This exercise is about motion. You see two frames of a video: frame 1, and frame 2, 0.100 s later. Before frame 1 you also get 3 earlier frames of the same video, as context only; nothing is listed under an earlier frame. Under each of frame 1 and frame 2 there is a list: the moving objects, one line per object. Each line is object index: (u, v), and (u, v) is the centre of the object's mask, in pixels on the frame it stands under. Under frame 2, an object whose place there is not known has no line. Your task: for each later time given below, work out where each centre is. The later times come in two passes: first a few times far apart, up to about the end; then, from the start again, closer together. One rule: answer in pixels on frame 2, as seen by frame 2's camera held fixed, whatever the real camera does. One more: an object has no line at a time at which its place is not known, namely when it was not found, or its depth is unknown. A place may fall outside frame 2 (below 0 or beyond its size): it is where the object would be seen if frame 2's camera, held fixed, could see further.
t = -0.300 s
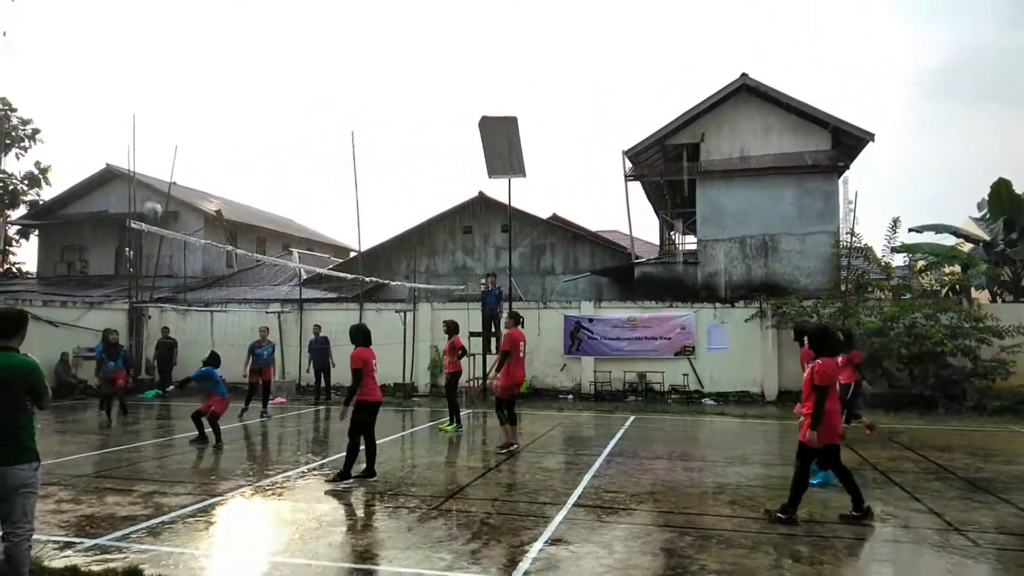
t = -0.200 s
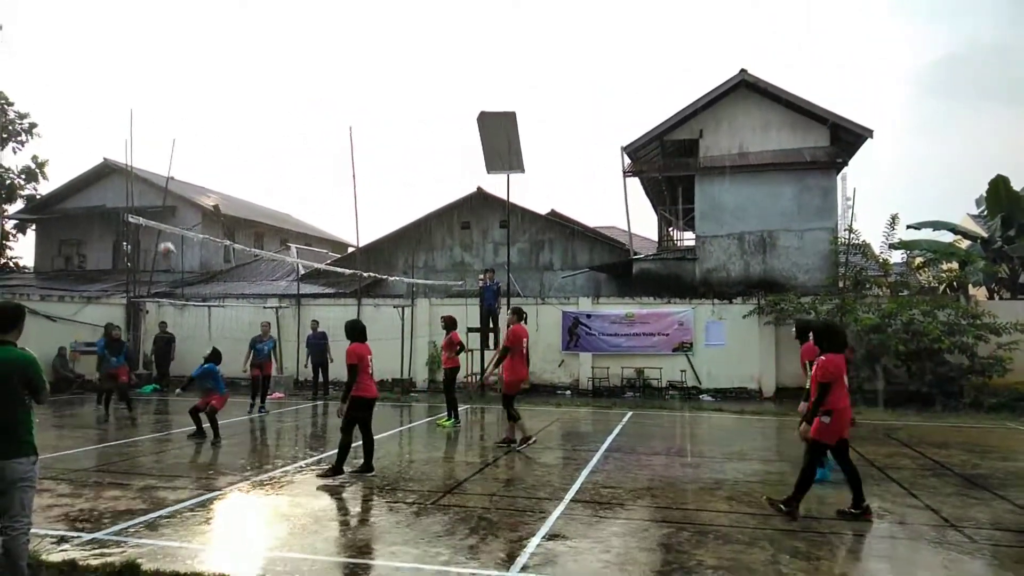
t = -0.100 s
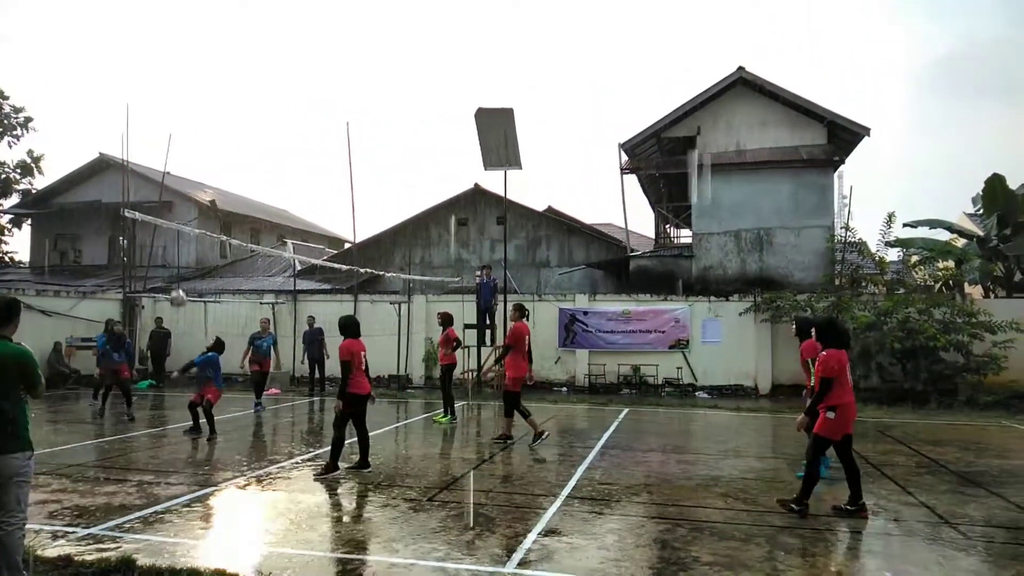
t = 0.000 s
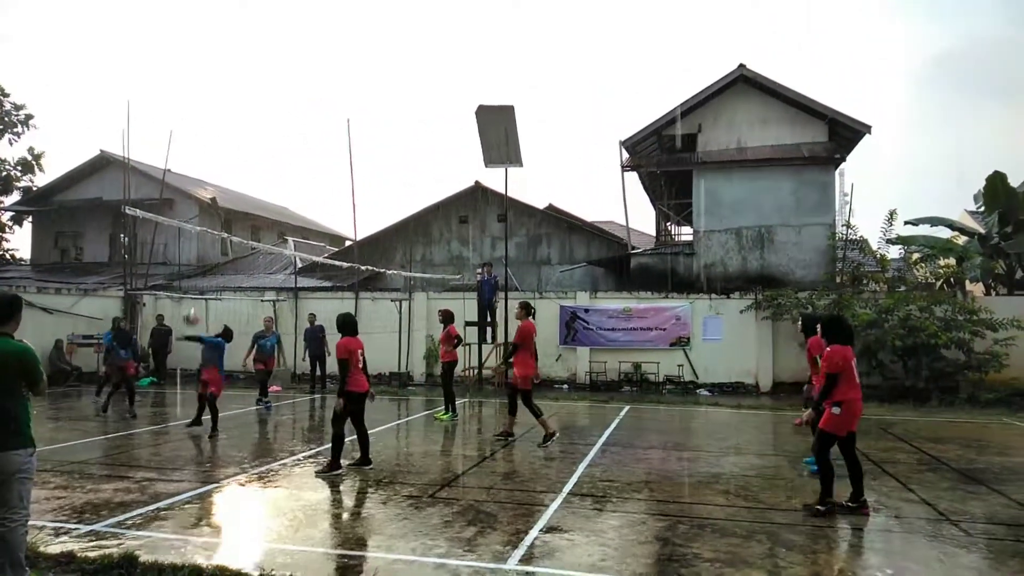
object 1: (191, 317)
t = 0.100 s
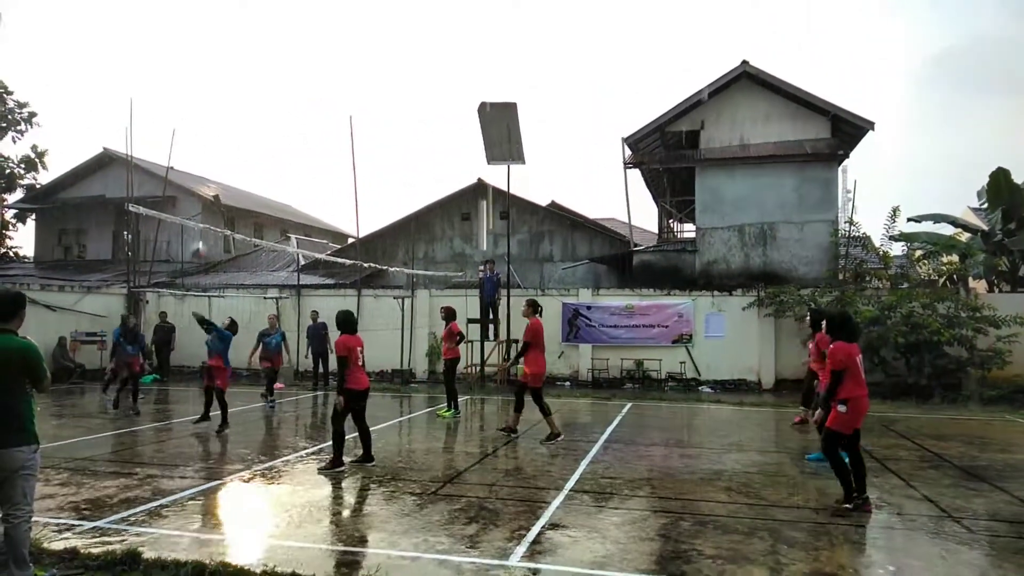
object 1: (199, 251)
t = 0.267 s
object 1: (204, 163)
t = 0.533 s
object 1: (211, 59)
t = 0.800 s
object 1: (217, 9)
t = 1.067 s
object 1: (222, 16)
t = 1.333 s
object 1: (227, 90)
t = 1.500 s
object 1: (228, 174)
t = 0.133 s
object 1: (199, 234)
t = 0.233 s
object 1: (203, 180)
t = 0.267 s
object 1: (204, 163)
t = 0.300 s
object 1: (205, 147)
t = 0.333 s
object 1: (206, 132)
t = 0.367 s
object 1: (207, 118)
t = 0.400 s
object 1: (208, 104)
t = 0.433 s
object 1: (208, 92)
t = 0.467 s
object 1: (209, 80)
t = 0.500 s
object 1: (210, 69)
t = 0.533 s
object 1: (211, 59)
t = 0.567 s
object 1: (212, 50)
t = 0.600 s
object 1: (213, 42)
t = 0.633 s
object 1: (214, 34)
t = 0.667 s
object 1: (215, 27)
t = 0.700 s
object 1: (216, 22)
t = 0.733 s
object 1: (216, 16)
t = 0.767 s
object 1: (217, 12)
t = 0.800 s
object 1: (217, 9)
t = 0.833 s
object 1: (218, 6)
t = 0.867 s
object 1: (219, 5)
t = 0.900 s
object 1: (219, 4)
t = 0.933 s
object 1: (220, 4)
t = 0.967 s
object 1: (221, 6)
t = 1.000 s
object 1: (221, 8)
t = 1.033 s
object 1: (222, 12)
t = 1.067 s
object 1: (222, 16)
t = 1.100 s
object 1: (223, 22)
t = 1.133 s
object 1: (223, 28)
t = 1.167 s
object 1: (224, 36)
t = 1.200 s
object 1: (225, 44)
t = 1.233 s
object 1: (225, 54)
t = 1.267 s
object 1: (226, 65)
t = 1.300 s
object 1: (227, 77)
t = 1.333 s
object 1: (227, 90)
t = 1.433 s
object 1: (227, 137)
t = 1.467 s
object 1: (228, 154)
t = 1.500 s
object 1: (228, 174)
